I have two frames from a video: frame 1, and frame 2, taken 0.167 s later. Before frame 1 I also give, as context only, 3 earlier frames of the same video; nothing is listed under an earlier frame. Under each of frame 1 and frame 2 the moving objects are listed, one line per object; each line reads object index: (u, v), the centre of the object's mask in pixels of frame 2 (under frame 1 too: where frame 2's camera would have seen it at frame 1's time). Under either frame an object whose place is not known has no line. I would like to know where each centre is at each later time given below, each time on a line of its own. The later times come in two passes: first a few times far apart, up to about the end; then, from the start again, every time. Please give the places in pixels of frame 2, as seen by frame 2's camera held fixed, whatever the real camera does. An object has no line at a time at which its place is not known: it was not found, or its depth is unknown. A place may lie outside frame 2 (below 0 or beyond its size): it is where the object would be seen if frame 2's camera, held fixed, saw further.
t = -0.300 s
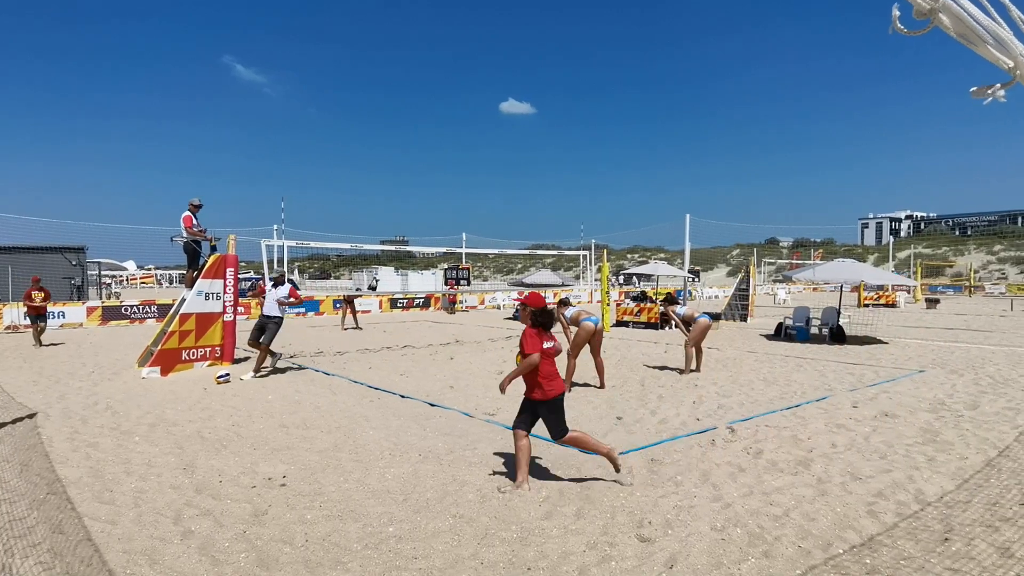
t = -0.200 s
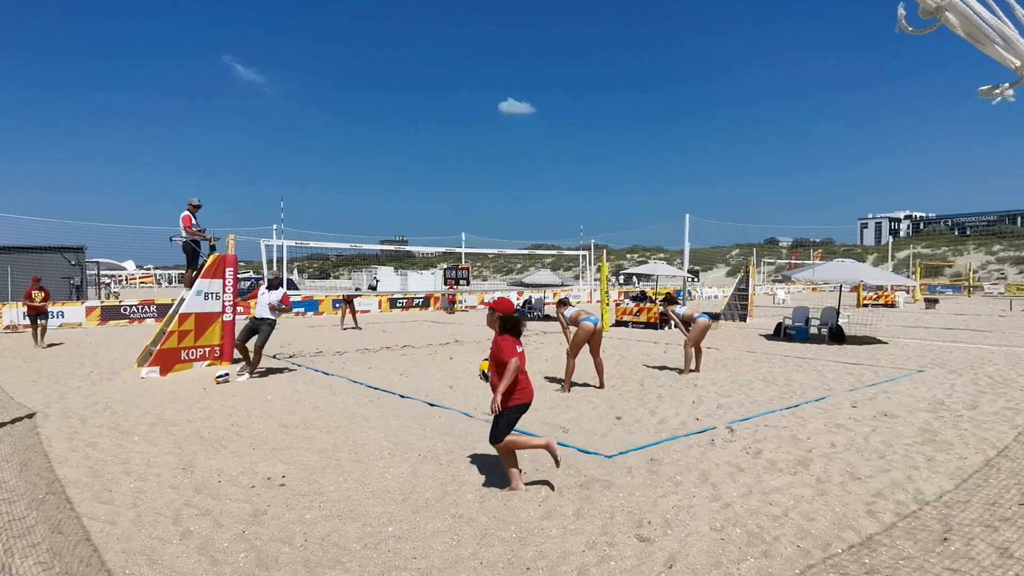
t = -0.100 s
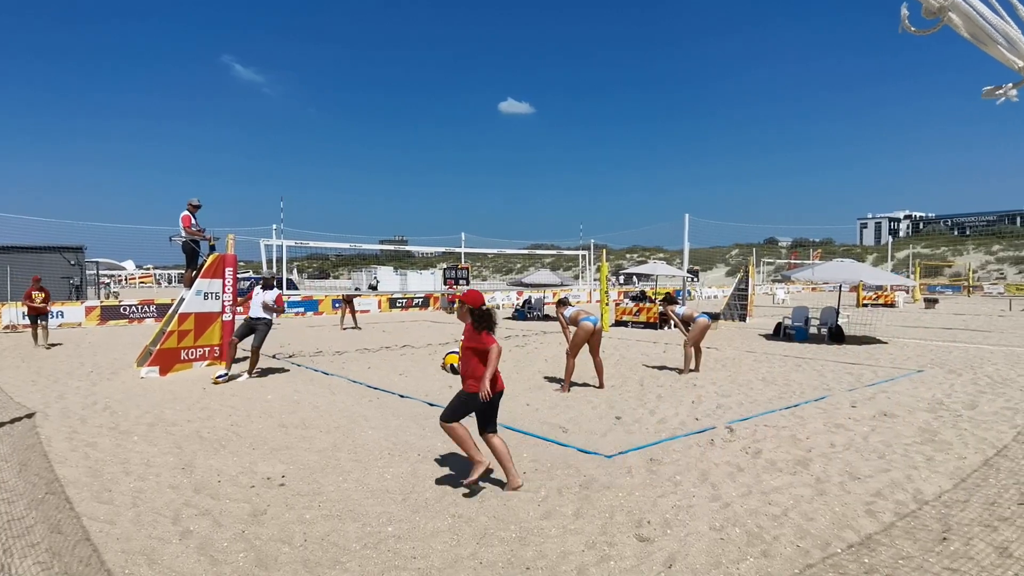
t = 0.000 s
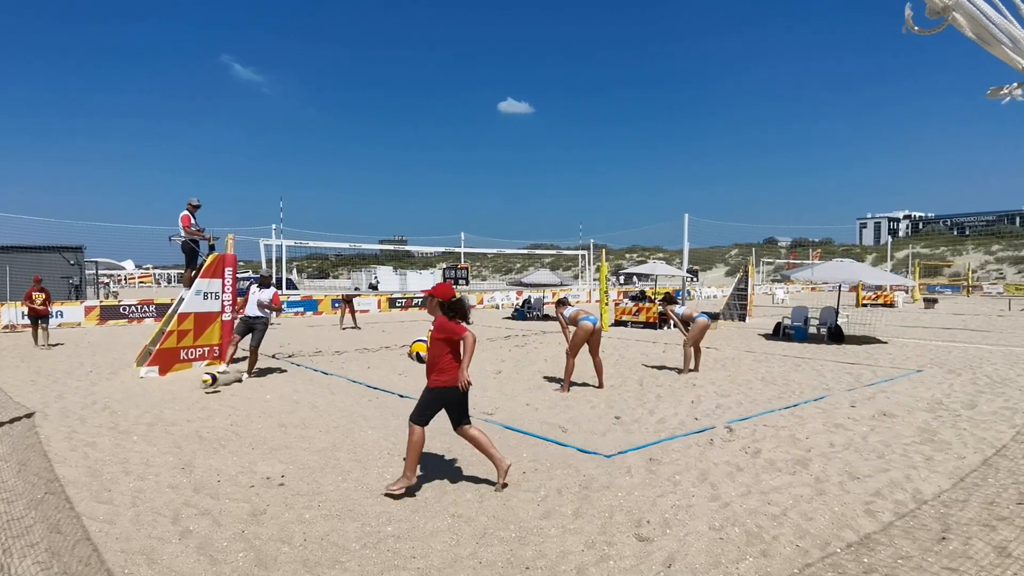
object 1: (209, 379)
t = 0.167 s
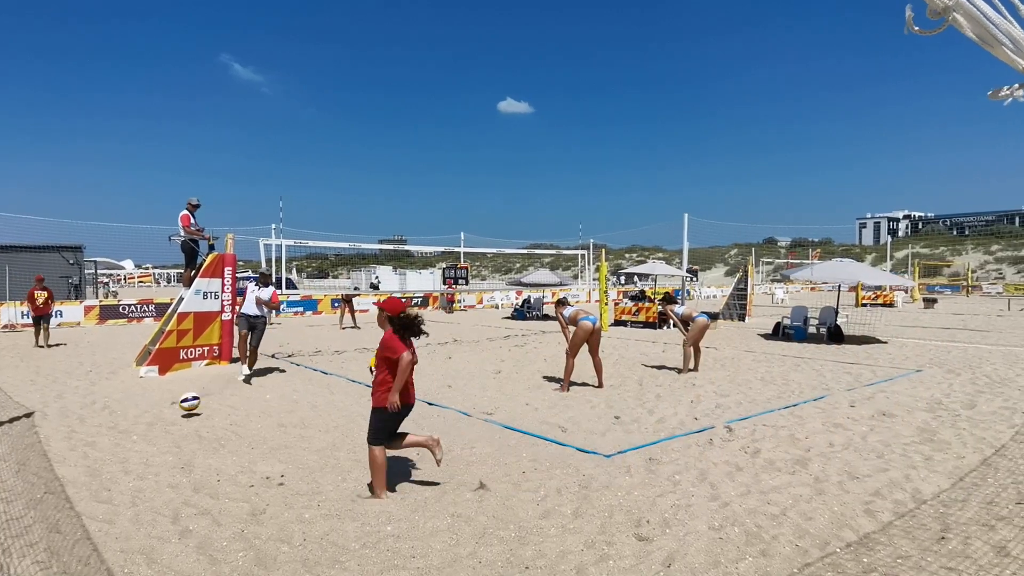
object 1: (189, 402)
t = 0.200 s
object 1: (184, 411)
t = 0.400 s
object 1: (157, 437)
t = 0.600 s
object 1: (126, 476)
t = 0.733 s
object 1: (102, 516)
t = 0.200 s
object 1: (184, 411)
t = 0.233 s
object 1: (179, 420)
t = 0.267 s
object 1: (175, 423)
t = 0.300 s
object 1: (170, 425)
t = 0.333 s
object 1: (166, 428)
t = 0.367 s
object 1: (162, 432)
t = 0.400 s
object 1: (157, 437)
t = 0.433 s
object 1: (152, 444)
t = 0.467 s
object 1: (146, 453)
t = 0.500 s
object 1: (141, 464)
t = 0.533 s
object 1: (136, 468)
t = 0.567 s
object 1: (131, 471)
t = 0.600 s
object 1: (126, 476)
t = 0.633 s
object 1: (120, 482)
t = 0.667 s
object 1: (115, 491)
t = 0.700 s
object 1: (108, 502)
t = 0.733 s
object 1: (102, 516)
